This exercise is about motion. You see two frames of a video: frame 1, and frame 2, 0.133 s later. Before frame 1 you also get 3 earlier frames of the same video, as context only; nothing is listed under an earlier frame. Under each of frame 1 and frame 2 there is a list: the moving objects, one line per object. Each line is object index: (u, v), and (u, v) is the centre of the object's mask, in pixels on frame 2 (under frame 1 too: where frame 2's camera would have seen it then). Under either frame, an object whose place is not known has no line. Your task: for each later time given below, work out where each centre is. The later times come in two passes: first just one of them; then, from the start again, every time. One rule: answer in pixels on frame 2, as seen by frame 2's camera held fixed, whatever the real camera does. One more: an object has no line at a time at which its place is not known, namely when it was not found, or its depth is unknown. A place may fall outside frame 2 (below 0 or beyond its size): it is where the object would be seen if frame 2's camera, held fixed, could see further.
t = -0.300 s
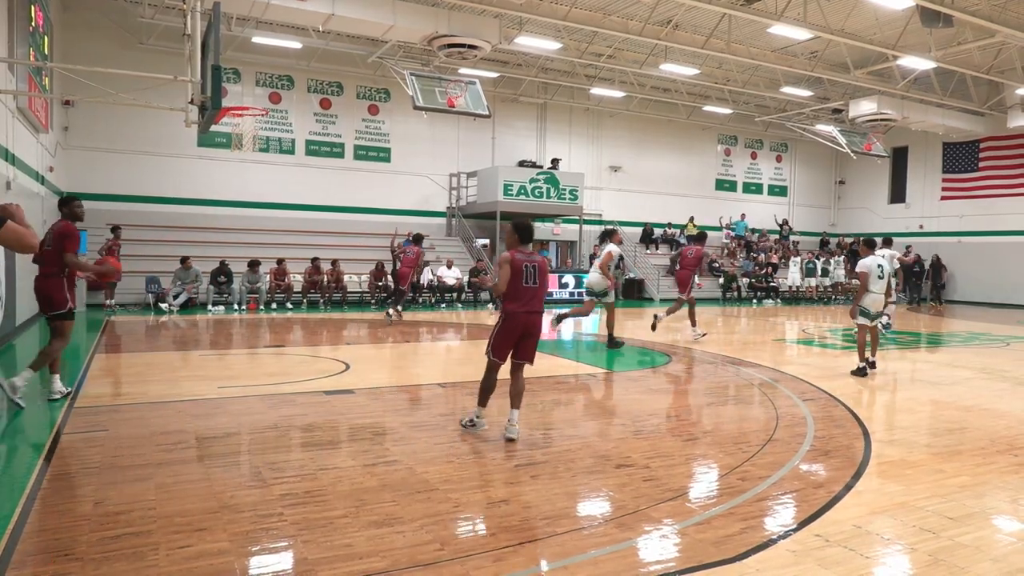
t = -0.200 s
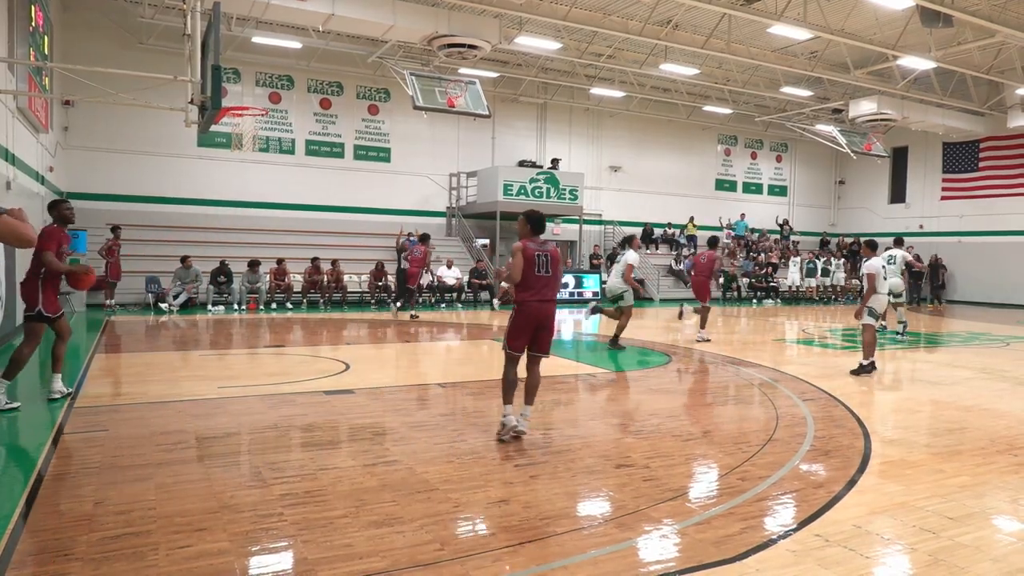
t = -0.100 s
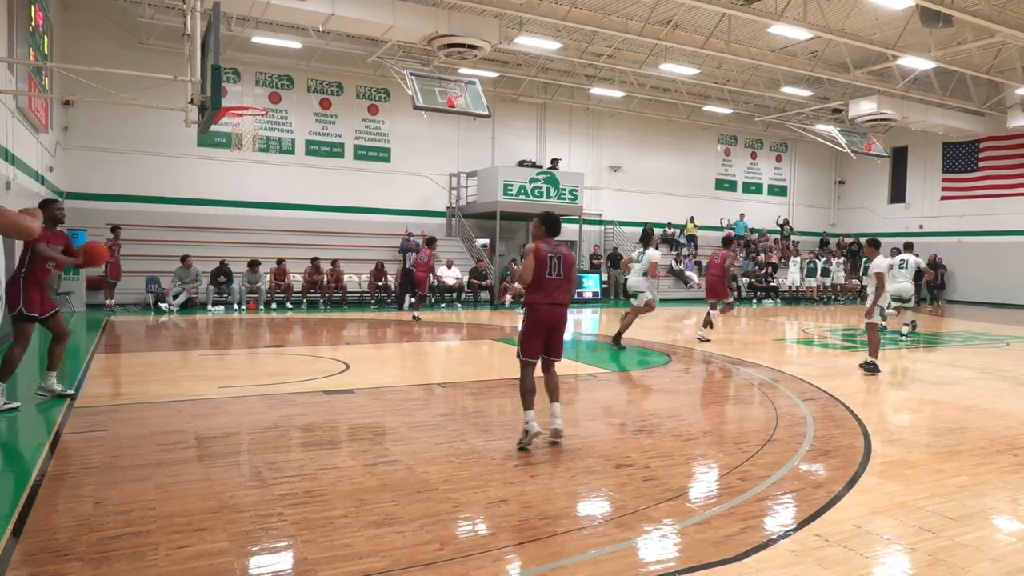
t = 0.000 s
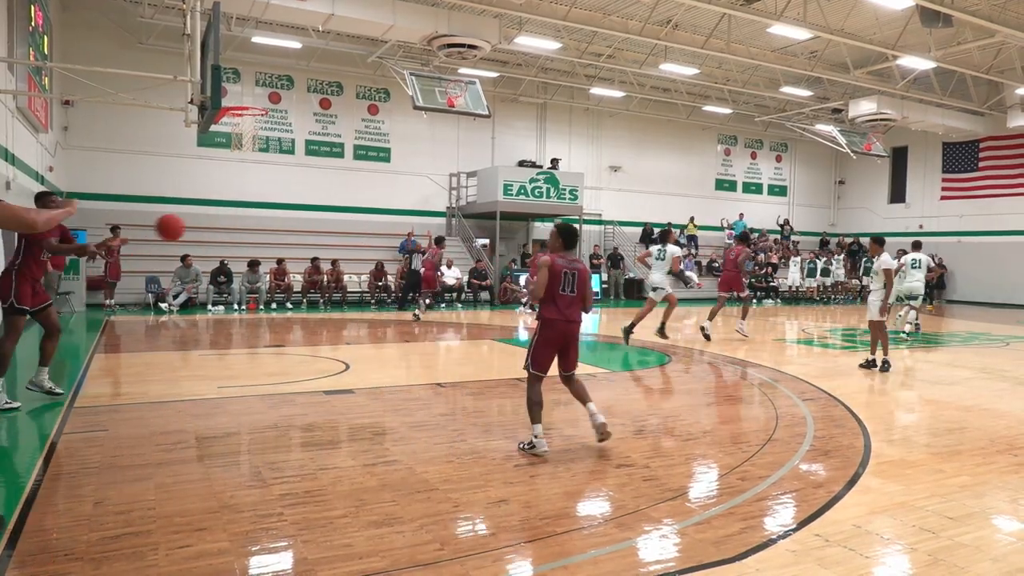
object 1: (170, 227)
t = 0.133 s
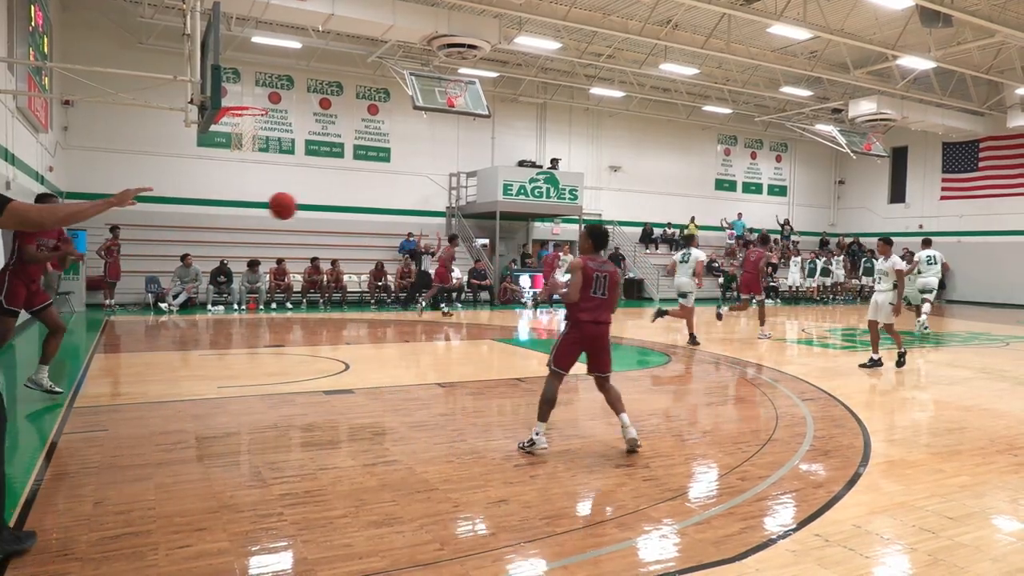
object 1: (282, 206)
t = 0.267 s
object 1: (399, 202)
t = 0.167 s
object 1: (311, 203)
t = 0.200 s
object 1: (340, 202)
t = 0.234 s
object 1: (370, 201)
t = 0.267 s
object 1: (399, 202)
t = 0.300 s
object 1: (429, 204)
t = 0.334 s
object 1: (460, 208)
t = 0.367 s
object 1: (489, 212)
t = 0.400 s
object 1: (521, 217)
